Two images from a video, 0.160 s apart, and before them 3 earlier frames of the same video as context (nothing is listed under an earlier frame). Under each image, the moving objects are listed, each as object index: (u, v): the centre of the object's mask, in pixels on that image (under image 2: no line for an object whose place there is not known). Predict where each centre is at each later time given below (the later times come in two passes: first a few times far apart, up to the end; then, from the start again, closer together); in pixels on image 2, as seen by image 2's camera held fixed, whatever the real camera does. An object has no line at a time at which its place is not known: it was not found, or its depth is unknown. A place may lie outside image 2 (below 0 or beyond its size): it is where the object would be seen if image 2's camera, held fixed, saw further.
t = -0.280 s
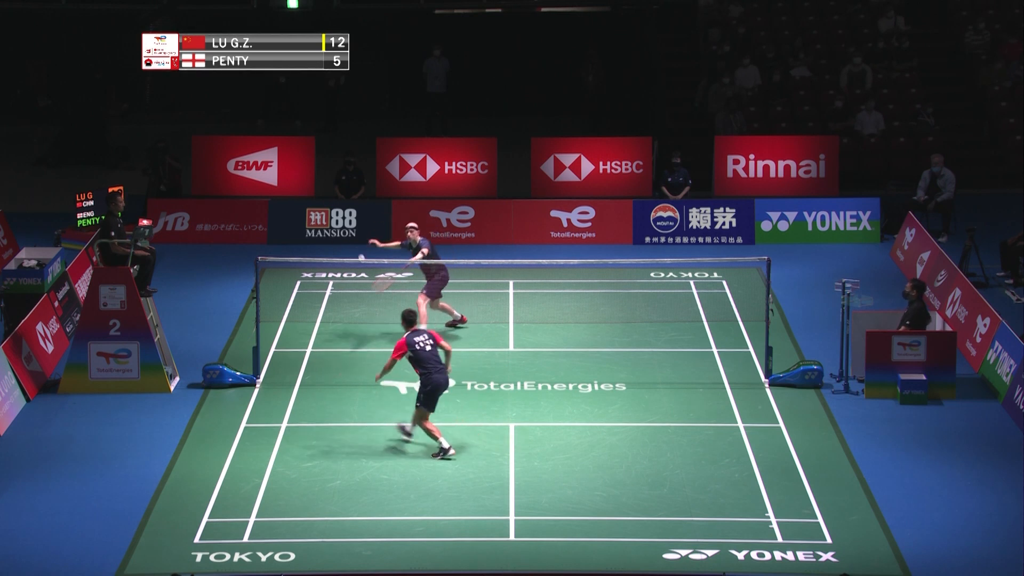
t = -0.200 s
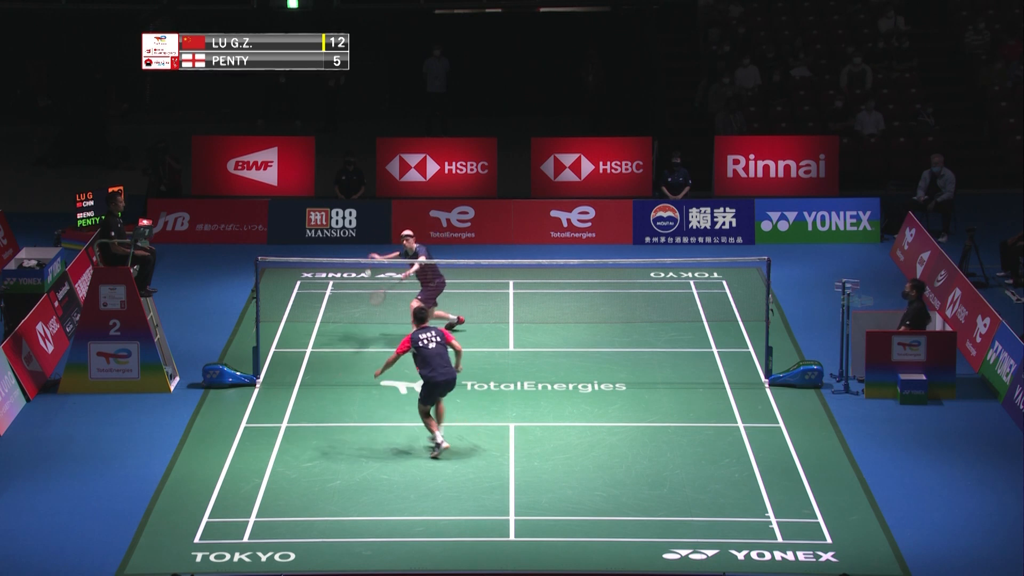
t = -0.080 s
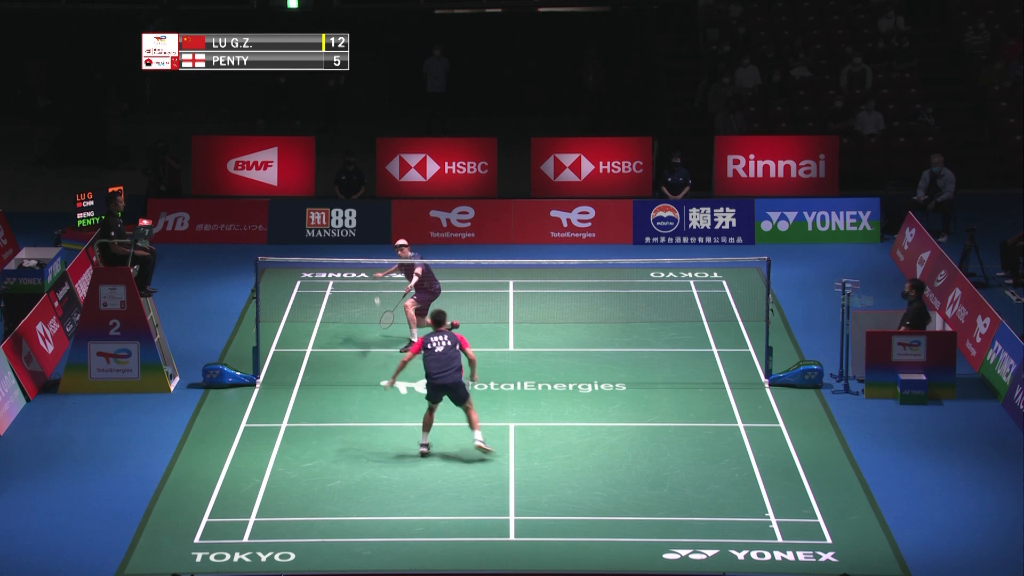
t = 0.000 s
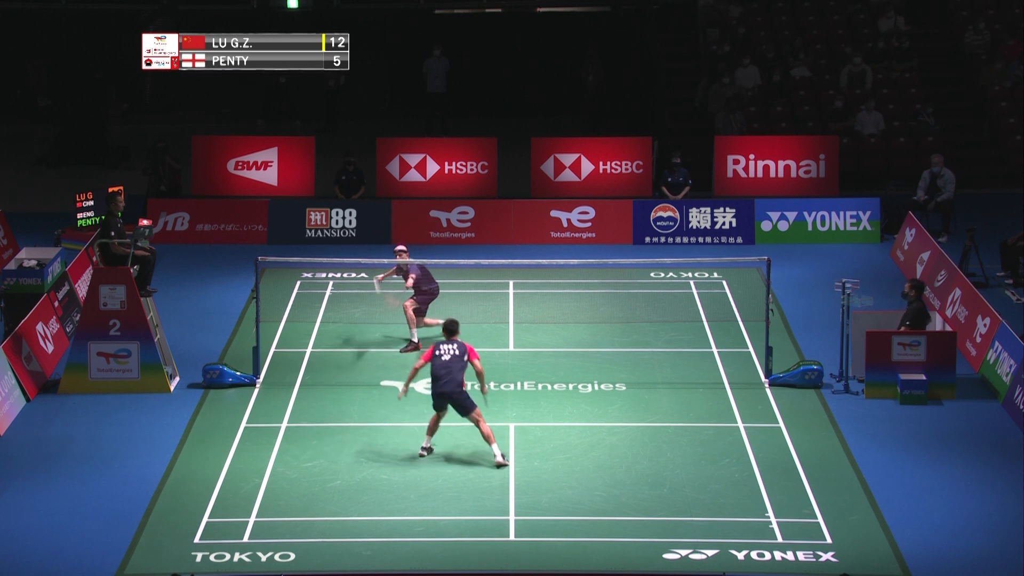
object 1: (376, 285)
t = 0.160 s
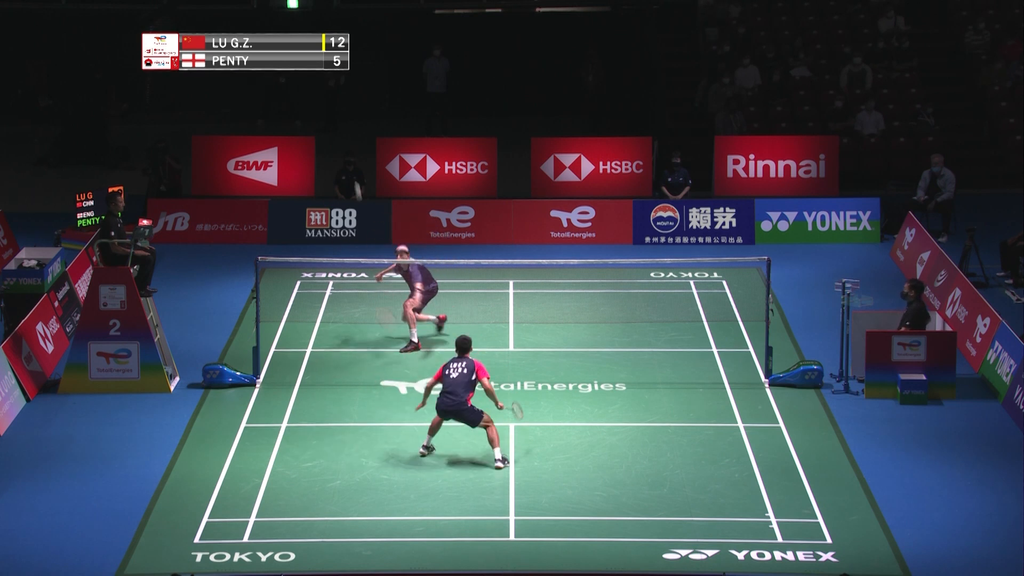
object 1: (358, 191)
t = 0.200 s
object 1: (354, 174)
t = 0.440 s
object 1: (337, 118)
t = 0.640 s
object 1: (325, 114)
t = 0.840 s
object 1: (313, 145)
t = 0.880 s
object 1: (311, 155)
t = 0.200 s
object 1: (354, 174)
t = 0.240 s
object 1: (351, 160)
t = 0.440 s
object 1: (337, 118)
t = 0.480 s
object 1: (335, 115)
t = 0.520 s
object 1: (332, 113)
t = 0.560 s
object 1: (330, 112)
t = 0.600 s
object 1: (328, 112)
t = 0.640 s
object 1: (325, 114)
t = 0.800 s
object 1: (315, 137)
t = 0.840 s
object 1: (313, 145)
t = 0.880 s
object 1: (311, 155)
